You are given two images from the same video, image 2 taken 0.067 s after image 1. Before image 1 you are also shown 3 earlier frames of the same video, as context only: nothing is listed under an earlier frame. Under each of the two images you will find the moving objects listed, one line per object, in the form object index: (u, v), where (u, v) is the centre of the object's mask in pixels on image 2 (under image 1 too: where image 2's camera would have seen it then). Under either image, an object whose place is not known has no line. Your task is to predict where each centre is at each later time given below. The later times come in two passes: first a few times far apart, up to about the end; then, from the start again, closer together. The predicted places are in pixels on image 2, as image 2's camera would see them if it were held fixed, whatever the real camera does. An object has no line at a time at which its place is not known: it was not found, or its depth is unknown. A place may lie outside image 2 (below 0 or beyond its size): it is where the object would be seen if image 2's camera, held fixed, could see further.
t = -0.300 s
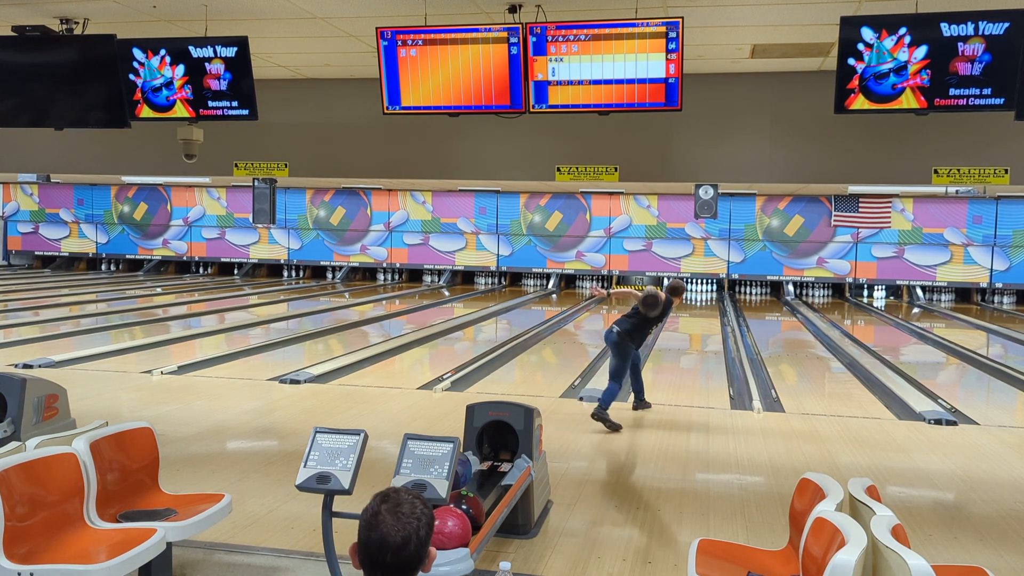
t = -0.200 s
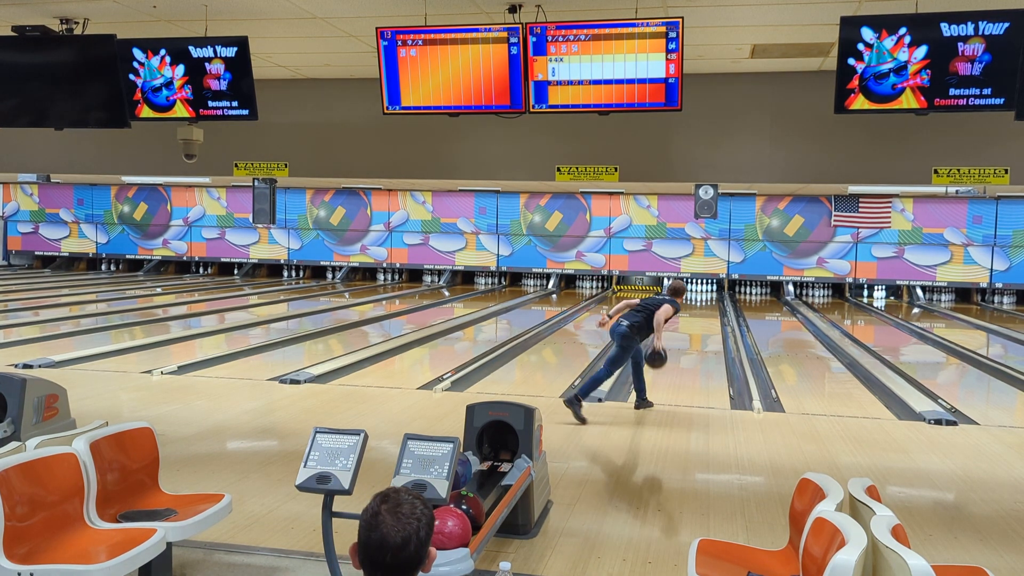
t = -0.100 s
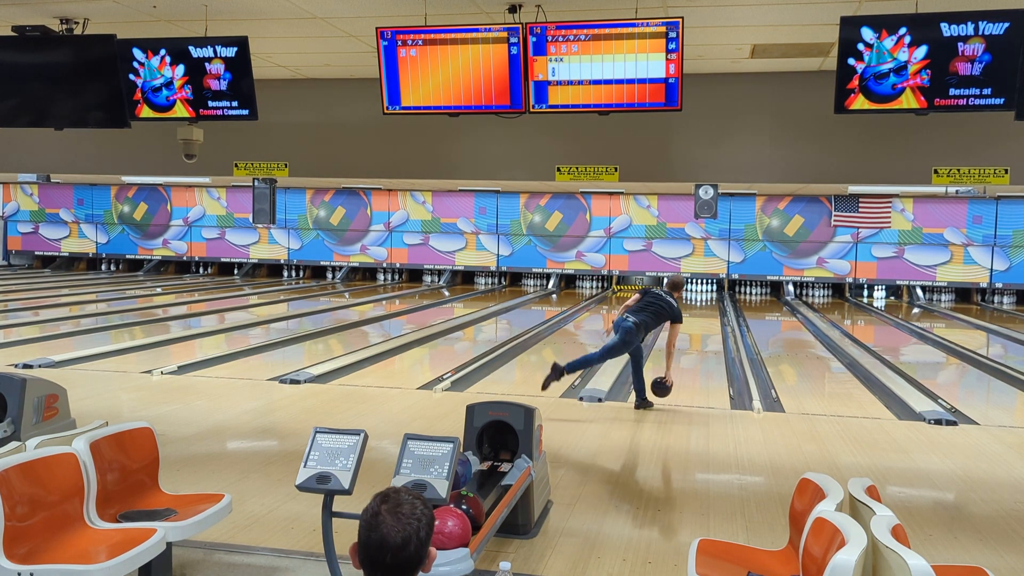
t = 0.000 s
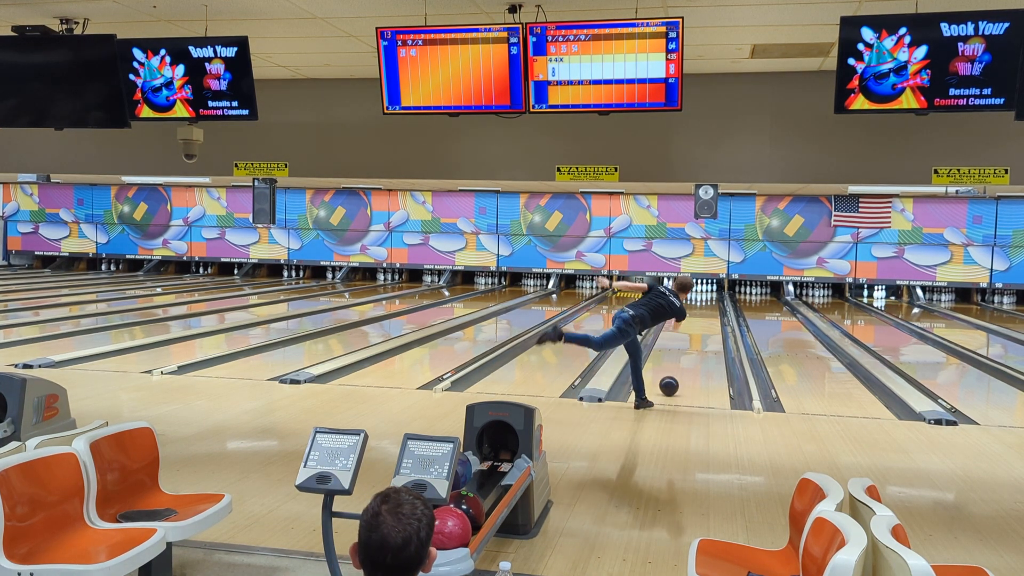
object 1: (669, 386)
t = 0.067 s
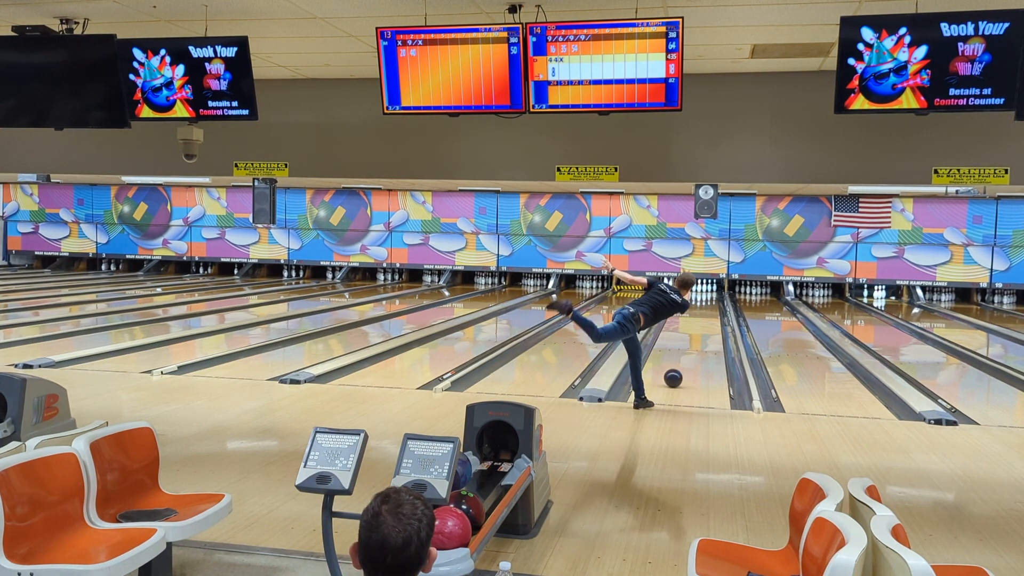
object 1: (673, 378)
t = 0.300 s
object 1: (684, 356)
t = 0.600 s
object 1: (695, 337)
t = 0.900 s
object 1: (701, 322)
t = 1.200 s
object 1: (705, 312)
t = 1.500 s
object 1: (709, 305)
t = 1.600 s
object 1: (709, 302)
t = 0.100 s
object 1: (675, 374)
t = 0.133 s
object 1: (677, 371)
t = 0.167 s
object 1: (678, 368)
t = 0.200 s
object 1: (680, 365)
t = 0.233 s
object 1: (682, 362)
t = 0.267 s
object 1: (683, 359)
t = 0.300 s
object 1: (684, 356)
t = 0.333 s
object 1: (686, 354)
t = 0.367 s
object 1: (687, 351)
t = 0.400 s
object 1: (688, 349)
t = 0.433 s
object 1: (689, 346)
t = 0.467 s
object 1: (690, 344)
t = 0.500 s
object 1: (691, 342)
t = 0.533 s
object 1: (691, 340)
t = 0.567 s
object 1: (697, 338)
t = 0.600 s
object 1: (695, 337)
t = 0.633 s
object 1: (695, 335)
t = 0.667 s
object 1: (696, 333)
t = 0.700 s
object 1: (697, 331)
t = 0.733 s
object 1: (698, 330)
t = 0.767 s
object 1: (698, 328)
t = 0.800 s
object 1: (699, 327)
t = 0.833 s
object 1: (700, 325)
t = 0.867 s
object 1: (700, 324)
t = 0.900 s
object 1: (701, 322)
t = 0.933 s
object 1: (702, 321)
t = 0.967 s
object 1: (702, 320)
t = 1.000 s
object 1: (703, 318)
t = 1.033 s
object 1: (703, 317)
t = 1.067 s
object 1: (704, 316)
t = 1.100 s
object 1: (704, 315)
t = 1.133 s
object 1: (705, 314)
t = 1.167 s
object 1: (705, 313)
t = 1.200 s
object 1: (705, 312)
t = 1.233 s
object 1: (706, 310)
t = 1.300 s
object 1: (706, 309)
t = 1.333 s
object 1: (707, 308)
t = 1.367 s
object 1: (707, 307)
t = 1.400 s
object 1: (707, 306)
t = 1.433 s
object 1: (708, 302)
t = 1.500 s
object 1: (709, 305)
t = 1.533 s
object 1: (709, 303)
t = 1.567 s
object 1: (709, 302)
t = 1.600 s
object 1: (709, 302)
